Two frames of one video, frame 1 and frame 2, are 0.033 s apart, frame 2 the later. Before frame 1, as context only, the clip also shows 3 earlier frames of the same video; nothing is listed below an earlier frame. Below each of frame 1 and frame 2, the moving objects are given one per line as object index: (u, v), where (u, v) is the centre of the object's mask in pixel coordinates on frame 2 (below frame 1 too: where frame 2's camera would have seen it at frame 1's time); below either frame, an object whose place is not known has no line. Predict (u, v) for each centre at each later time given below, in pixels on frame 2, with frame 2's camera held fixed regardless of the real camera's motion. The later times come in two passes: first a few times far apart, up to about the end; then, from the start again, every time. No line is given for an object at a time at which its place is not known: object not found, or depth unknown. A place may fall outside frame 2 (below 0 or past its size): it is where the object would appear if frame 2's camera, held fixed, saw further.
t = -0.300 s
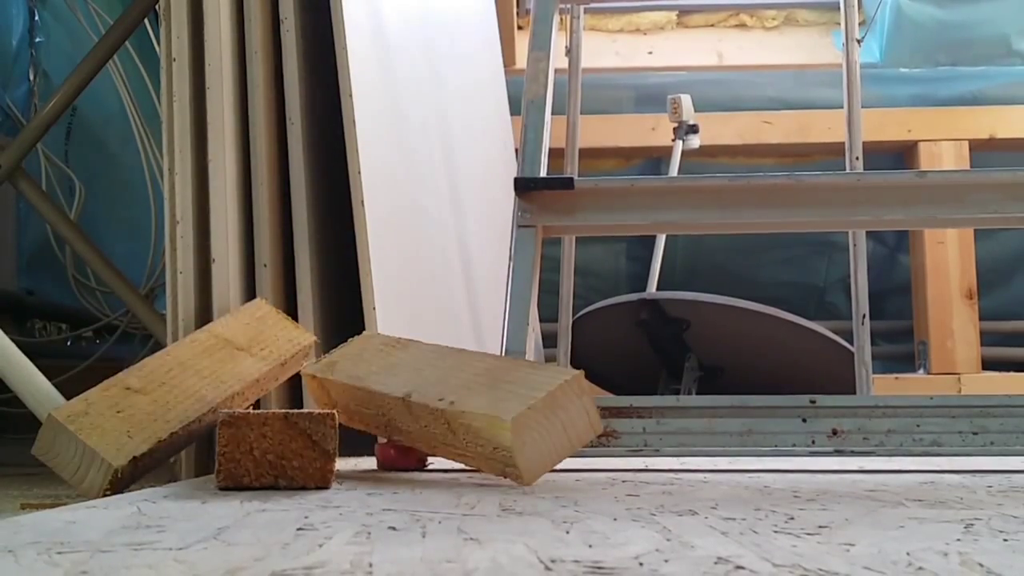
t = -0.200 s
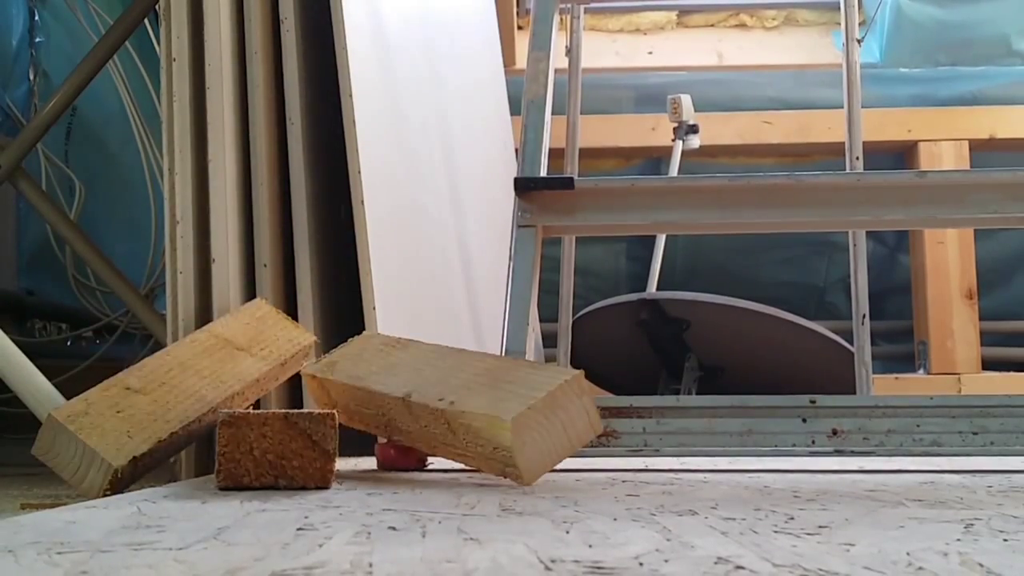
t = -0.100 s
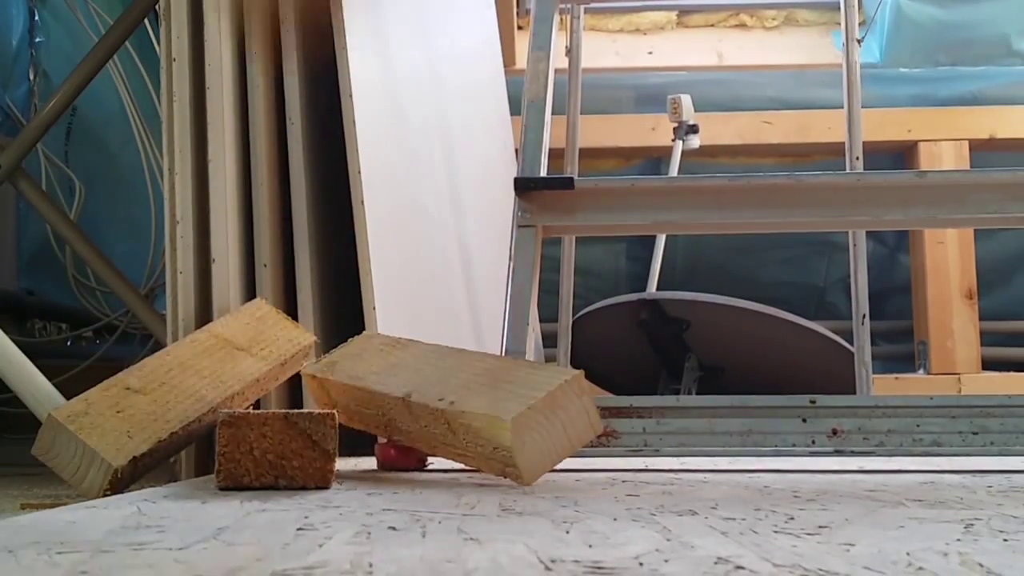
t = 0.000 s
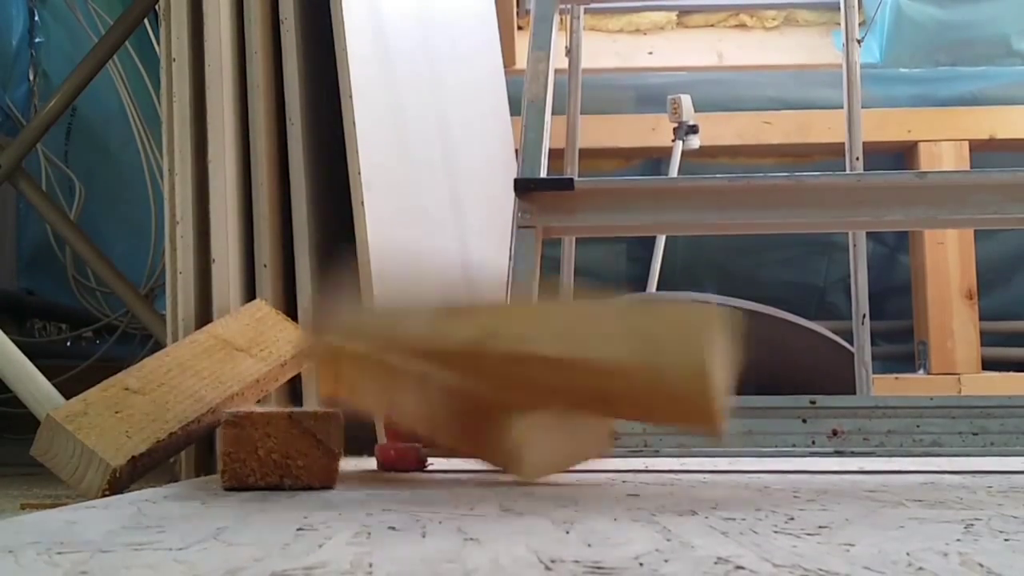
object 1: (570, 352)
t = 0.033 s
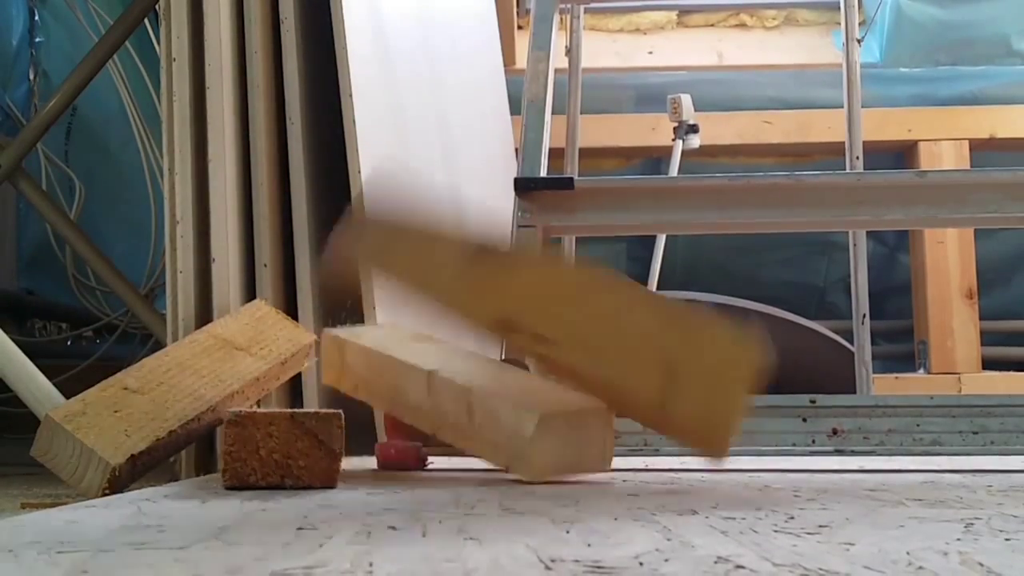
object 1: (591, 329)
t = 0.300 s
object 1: (762, 413)
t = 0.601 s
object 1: (723, 481)
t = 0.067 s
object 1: (590, 311)
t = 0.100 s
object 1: (608, 286)
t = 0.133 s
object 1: (628, 274)
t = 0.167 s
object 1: (651, 269)
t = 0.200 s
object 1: (677, 273)
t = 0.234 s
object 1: (707, 296)
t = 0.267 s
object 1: (753, 355)
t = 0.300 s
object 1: (762, 413)
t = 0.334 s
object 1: (762, 404)
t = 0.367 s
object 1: (763, 435)
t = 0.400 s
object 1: (747, 471)
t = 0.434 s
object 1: (731, 479)
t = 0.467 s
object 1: (726, 480)
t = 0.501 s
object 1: (723, 481)
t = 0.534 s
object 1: (723, 481)
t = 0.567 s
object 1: (723, 481)
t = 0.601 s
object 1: (723, 481)
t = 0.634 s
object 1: (723, 481)
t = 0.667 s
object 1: (723, 481)
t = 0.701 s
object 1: (723, 481)
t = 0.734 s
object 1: (723, 481)
